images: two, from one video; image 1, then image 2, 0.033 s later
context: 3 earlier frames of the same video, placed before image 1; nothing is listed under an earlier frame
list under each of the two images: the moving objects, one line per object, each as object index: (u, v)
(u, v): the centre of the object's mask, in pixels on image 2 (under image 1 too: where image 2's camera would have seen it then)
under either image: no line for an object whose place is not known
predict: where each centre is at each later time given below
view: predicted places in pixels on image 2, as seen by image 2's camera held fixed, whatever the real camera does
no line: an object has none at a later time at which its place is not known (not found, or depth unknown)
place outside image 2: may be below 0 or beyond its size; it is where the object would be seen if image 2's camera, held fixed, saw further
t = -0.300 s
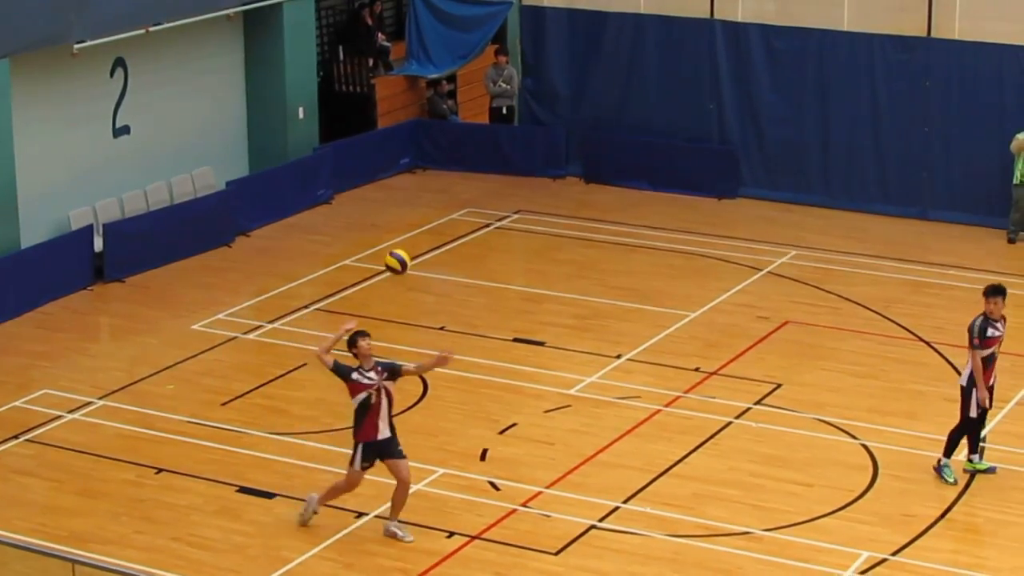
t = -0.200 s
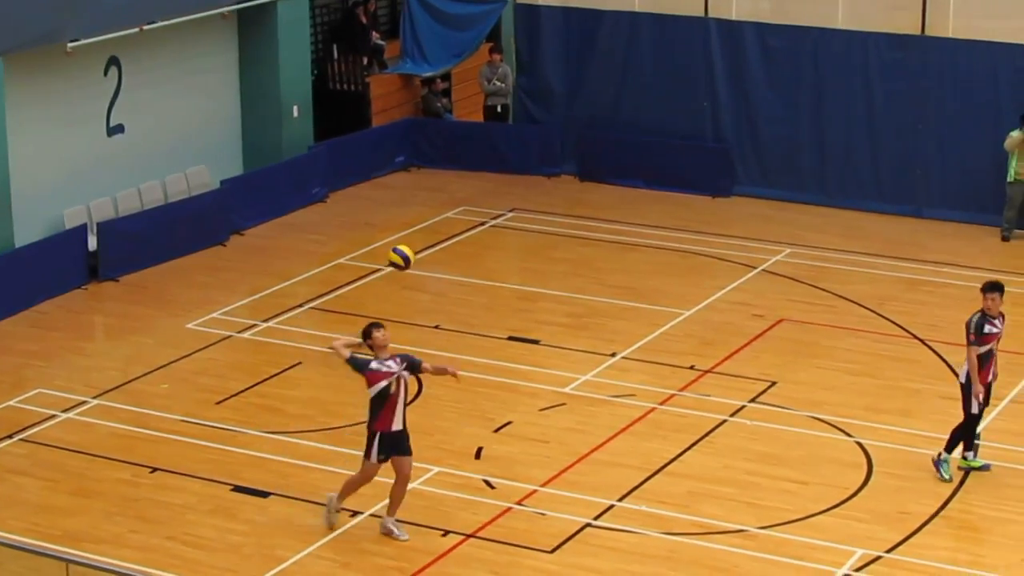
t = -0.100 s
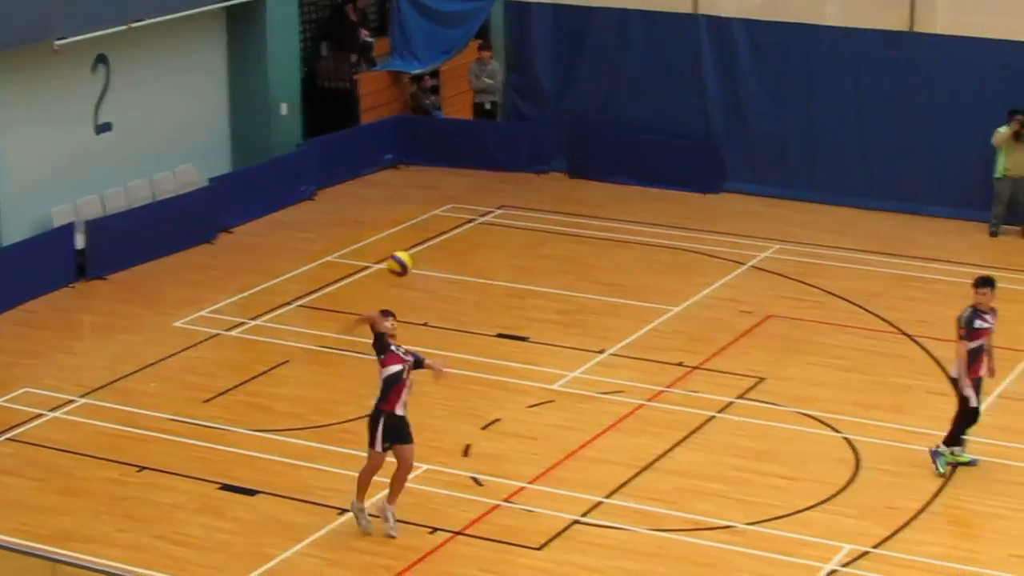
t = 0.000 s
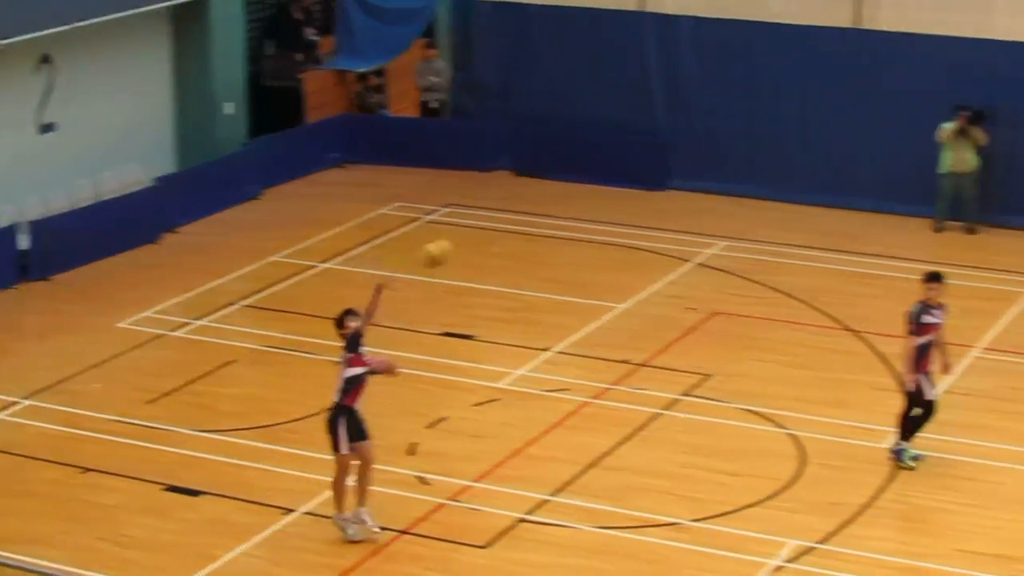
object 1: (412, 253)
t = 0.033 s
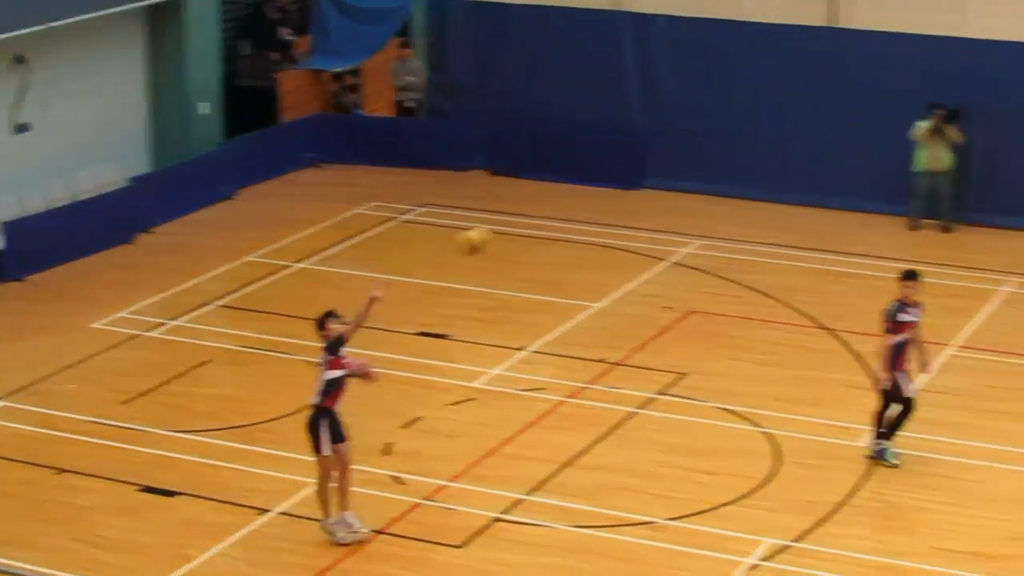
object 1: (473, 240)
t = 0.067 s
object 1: (537, 228)
